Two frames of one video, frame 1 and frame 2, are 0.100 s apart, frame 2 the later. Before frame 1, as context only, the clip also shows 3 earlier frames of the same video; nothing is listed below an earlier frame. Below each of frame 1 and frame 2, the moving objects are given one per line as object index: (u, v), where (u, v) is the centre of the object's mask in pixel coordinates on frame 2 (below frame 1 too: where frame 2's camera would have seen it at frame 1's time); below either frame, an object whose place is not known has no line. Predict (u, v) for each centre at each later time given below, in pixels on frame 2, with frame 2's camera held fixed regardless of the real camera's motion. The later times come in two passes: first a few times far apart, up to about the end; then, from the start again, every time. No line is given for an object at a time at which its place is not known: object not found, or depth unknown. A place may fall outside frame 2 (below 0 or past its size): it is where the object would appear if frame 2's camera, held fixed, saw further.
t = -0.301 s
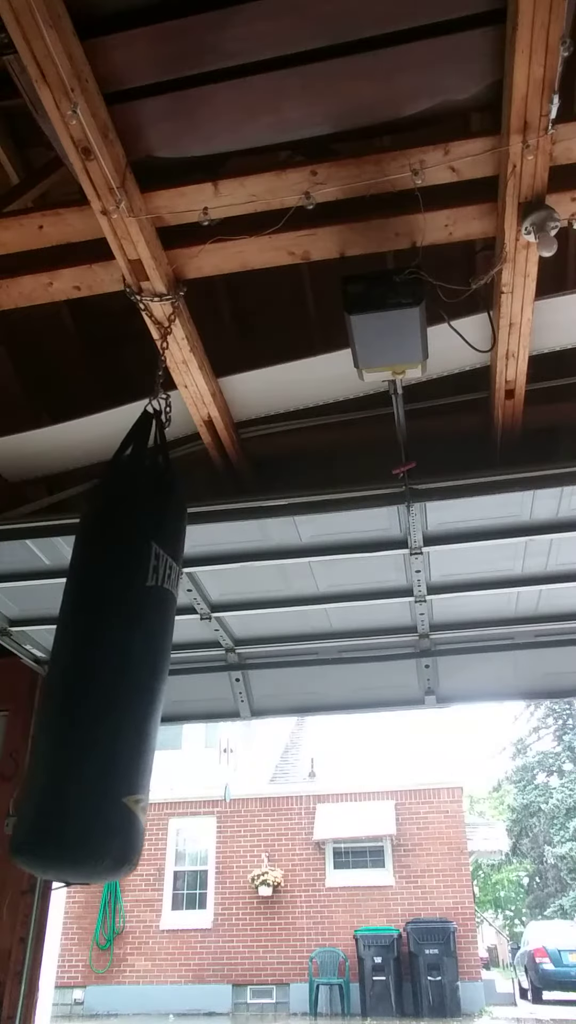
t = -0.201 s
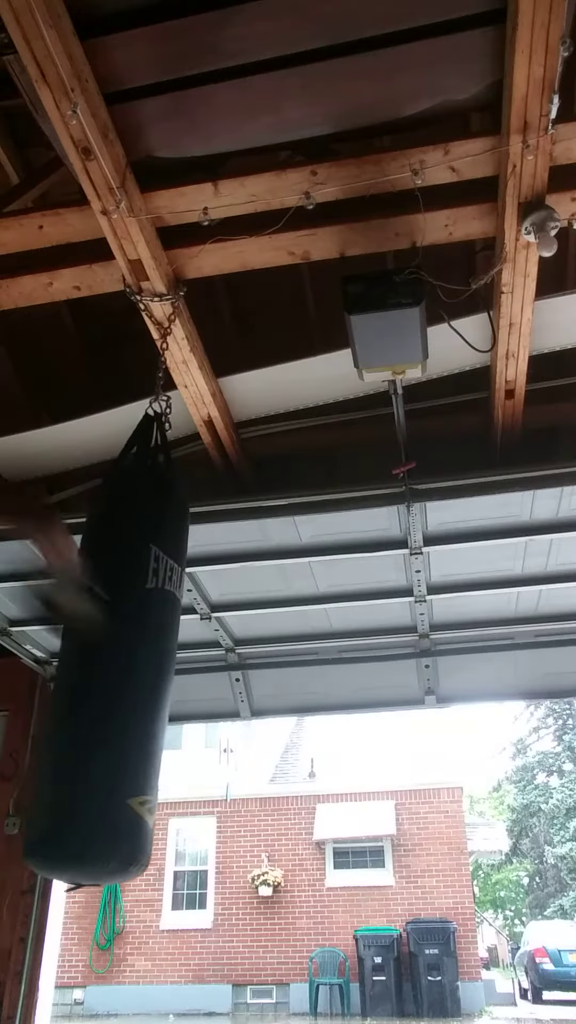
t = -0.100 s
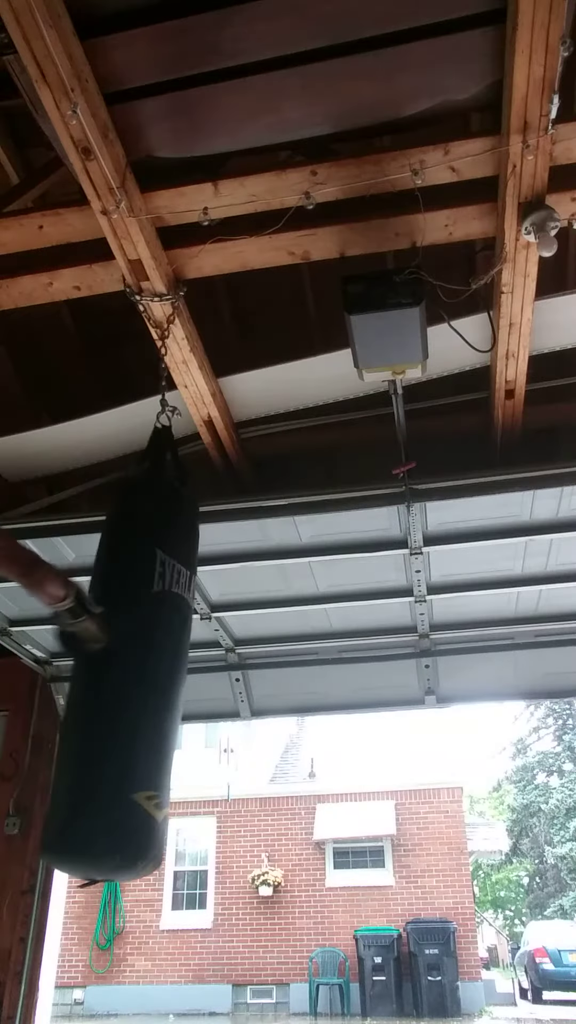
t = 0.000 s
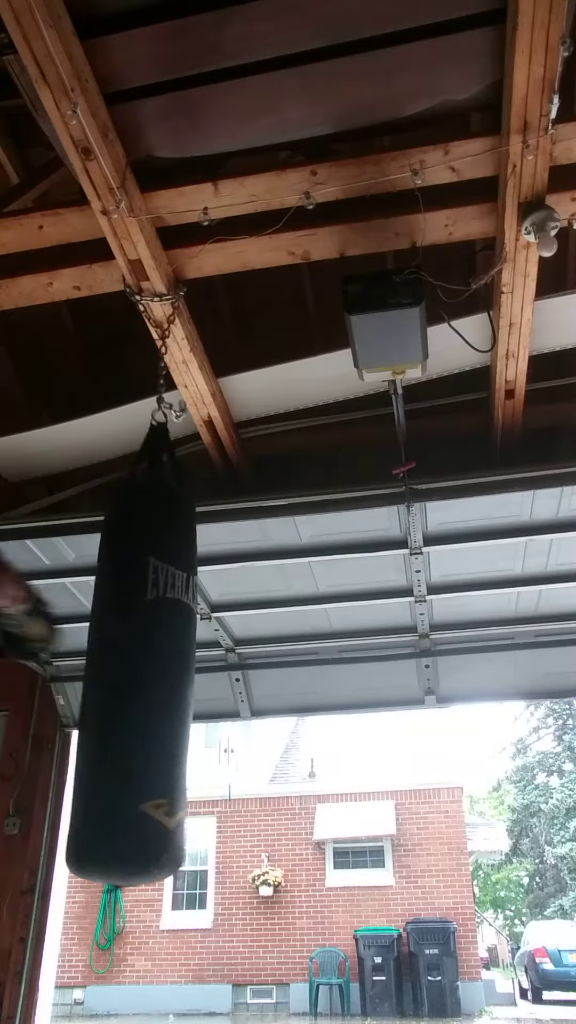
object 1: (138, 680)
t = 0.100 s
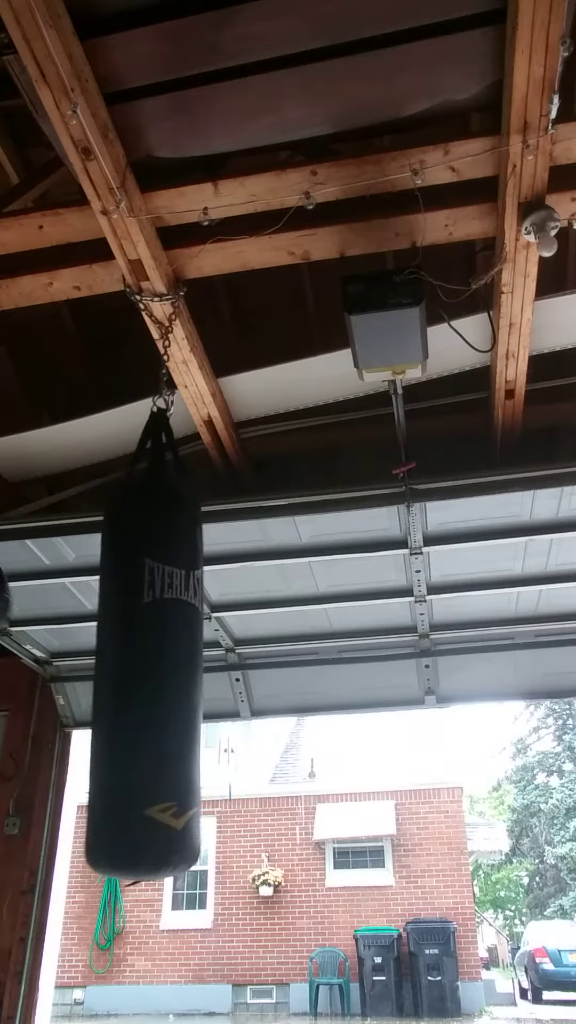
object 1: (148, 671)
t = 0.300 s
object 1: (164, 679)
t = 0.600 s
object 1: (170, 683)
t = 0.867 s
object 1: (156, 676)
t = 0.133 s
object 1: (152, 671)
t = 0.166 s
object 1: (156, 674)
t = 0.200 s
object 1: (159, 677)
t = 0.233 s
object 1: (161, 680)
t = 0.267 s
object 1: (163, 680)
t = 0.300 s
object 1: (164, 679)
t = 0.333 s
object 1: (165, 681)
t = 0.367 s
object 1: (166, 680)
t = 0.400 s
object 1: (168, 679)
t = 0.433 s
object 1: (170, 677)
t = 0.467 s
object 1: (172, 676)
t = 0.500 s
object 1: (173, 676)
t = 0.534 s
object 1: (173, 678)
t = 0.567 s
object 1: (172, 679)
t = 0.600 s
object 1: (170, 683)
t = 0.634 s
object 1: (167, 681)
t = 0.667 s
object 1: (166, 680)
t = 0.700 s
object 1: (164, 679)
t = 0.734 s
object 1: (163, 678)
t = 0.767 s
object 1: (163, 678)
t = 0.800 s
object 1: (162, 676)
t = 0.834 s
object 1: (160, 676)
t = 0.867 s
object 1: (156, 676)
